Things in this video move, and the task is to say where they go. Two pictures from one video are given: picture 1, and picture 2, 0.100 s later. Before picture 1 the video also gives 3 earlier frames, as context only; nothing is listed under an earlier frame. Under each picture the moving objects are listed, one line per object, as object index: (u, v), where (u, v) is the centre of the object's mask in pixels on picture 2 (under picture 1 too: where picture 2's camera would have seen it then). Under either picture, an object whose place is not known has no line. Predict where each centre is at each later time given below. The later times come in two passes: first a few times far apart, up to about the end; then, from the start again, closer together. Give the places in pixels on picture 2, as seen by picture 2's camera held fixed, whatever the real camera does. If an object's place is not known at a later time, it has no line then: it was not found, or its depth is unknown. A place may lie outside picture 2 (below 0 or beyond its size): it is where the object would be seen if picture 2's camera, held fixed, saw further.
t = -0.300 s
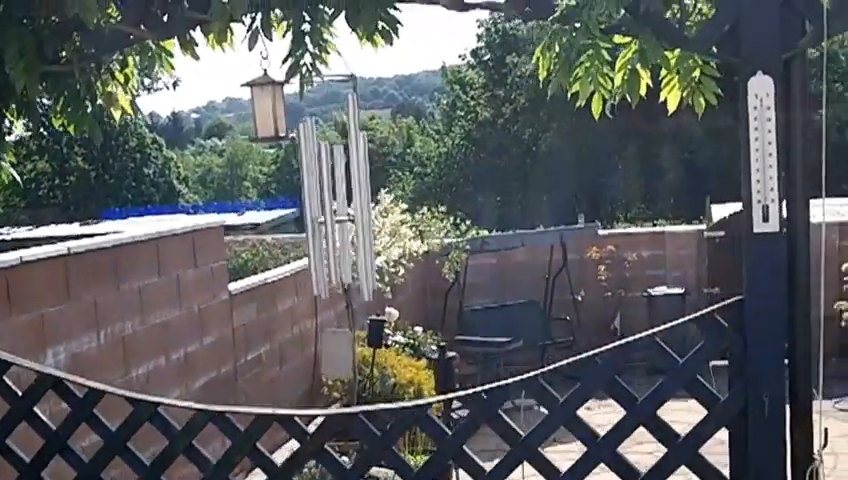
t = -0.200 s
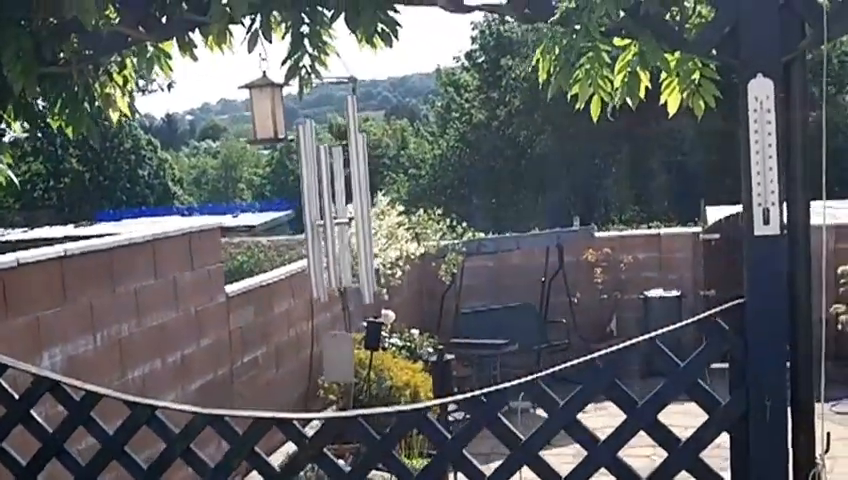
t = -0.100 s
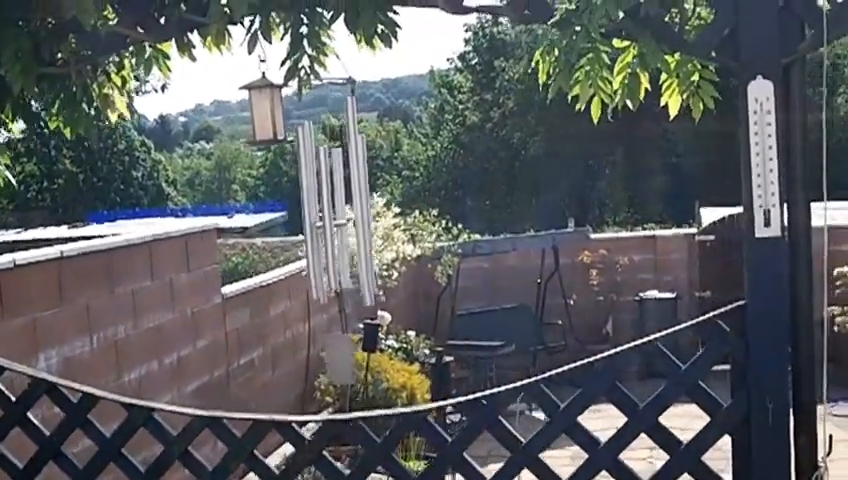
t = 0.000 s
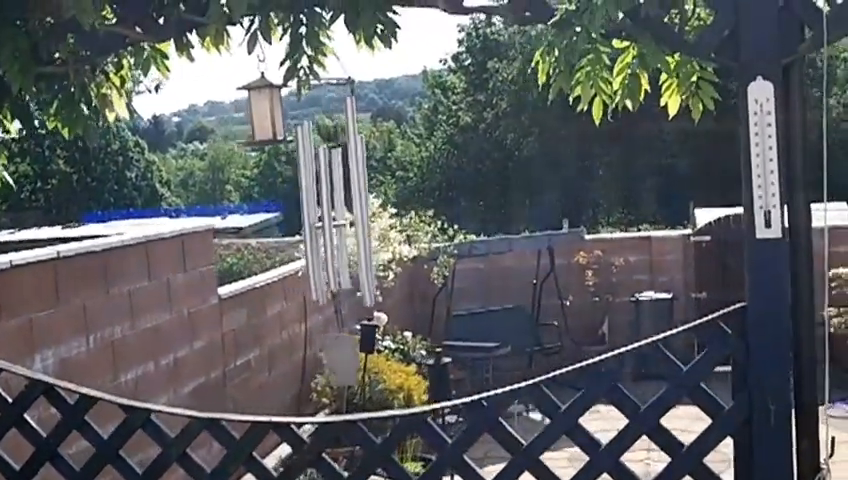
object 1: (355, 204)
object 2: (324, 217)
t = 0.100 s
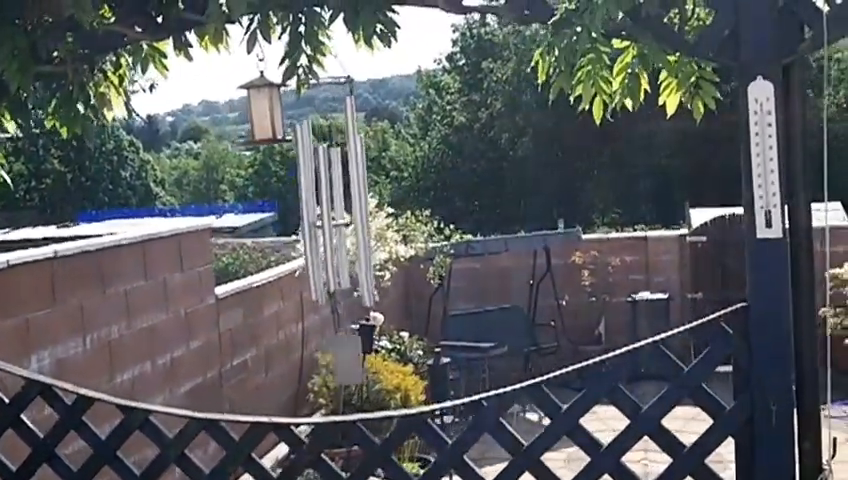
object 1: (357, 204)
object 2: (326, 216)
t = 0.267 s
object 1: (358, 201)
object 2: (328, 215)
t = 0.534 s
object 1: (358, 198)
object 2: (329, 214)
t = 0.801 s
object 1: (352, 202)
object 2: (324, 213)
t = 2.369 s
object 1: (340, 196)
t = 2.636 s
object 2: (311, 217)
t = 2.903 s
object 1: (343, 194)
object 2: (312, 217)
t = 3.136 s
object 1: (339, 198)
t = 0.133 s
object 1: (357, 202)
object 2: (326, 214)
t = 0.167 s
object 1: (357, 202)
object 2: (327, 215)
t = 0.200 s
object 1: (358, 202)
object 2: (327, 215)
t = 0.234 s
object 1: (358, 201)
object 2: (328, 214)
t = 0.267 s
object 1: (358, 201)
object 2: (328, 215)
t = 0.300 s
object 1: (358, 199)
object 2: (329, 215)
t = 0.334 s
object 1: (359, 200)
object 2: (330, 215)
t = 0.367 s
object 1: (359, 199)
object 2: (330, 213)
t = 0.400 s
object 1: (359, 197)
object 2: (331, 215)
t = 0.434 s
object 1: (359, 197)
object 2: (330, 214)
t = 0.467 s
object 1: (359, 198)
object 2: (330, 213)
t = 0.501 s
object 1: (358, 198)
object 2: (330, 214)
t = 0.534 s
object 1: (358, 198)
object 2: (329, 214)
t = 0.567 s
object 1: (357, 197)
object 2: (330, 215)
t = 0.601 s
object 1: (357, 198)
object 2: (329, 214)
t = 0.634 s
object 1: (356, 198)
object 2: (328, 212)
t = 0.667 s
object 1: (355, 198)
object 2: (328, 214)
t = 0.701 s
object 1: (355, 198)
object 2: (327, 212)
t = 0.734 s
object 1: (354, 201)
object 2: (326, 212)
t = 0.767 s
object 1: (353, 201)
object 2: (325, 213)
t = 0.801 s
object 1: (352, 202)
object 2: (324, 213)
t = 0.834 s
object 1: (351, 201)
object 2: (323, 212)
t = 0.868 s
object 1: (350, 199)
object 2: (321, 214)
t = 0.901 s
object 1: (349, 197)
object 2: (320, 214)
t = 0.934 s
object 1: (347, 197)
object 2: (318, 214)
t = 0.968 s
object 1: (346, 198)
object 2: (317, 214)
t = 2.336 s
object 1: (338, 196)
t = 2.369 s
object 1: (340, 196)
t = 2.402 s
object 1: (340, 193)
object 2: (309, 217)
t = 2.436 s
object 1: (340, 193)
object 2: (309, 217)
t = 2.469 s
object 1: (342, 197)
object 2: (309, 215)
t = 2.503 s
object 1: (341, 195)
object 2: (310, 216)
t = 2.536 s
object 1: (342, 195)
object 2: (310, 216)
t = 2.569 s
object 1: (343, 198)
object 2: (311, 216)
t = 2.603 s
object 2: (311, 216)
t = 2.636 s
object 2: (311, 217)
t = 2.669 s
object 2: (312, 216)
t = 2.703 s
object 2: (311, 217)
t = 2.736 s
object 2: (312, 217)
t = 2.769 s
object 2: (312, 217)
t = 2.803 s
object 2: (312, 216)
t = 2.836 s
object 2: (312, 216)
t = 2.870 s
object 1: (344, 197)
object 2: (312, 217)
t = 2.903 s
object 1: (343, 194)
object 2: (312, 217)
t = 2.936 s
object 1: (343, 197)
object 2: (312, 217)
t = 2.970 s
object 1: (343, 195)
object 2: (312, 216)
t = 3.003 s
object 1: (342, 196)
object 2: (311, 215)
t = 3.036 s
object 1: (342, 199)
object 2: (311, 214)
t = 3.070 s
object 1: (341, 194)
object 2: (310, 217)
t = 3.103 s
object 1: (340, 195)
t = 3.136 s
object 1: (339, 198)
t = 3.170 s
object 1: (338, 197)
